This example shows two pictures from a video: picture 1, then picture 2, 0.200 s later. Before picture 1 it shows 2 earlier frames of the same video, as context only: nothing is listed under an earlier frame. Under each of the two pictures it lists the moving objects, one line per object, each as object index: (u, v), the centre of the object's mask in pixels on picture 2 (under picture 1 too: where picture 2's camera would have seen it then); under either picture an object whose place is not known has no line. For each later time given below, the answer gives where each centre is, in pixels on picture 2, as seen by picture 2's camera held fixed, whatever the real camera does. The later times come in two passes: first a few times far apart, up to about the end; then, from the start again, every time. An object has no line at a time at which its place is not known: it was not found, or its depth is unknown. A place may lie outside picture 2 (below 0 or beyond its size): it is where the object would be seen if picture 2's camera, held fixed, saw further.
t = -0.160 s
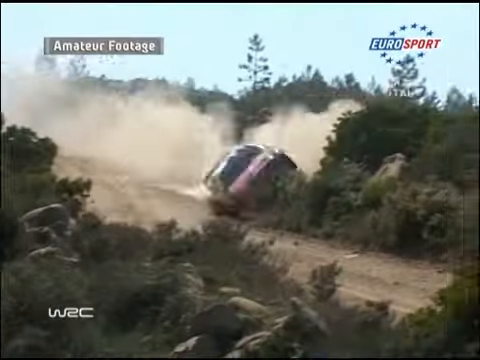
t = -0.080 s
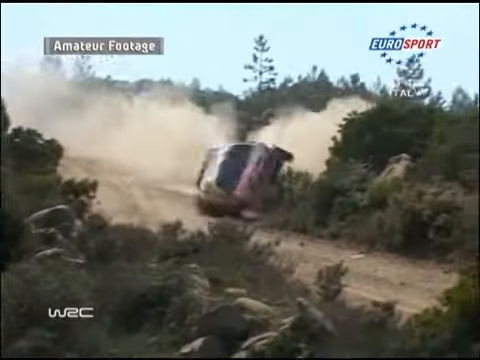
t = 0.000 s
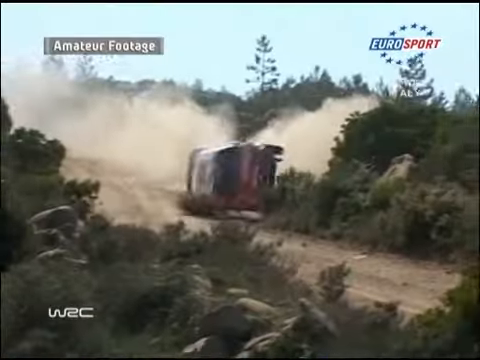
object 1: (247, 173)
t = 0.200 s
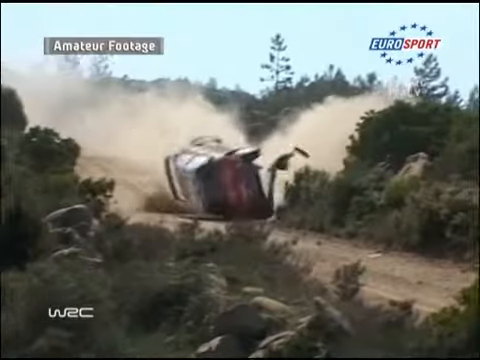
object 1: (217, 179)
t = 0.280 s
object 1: (204, 182)
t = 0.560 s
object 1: (171, 179)
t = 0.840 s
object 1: (130, 165)
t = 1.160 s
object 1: (80, 169)
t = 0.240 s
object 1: (210, 182)
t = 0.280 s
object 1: (204, 182)
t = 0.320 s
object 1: (198, 182)
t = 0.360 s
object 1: (197, 181)
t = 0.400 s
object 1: (194, 182)
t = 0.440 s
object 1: (189, 183)
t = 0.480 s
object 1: (184, 182)
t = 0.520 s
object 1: (177, 183)
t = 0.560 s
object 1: (171, 179)
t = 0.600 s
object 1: (166, 176)
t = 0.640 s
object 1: (160, 174)
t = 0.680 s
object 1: (151, 173)
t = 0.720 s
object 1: (145, 171)
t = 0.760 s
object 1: (141, 169)
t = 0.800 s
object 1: (137, 167)
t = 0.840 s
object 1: (130, 165)
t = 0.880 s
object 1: (121, 166)
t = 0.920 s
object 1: (118, 166)
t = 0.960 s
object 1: (112, 168)
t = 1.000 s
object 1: (111, 172)
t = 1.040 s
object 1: (111, 171)
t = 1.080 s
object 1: (109, 172)
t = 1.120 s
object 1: (106, 172)
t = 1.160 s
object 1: (80, 169)
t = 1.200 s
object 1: (68, 167)
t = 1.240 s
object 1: (65, 164)
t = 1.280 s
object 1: (58, 161)
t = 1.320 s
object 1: (54, 159)
